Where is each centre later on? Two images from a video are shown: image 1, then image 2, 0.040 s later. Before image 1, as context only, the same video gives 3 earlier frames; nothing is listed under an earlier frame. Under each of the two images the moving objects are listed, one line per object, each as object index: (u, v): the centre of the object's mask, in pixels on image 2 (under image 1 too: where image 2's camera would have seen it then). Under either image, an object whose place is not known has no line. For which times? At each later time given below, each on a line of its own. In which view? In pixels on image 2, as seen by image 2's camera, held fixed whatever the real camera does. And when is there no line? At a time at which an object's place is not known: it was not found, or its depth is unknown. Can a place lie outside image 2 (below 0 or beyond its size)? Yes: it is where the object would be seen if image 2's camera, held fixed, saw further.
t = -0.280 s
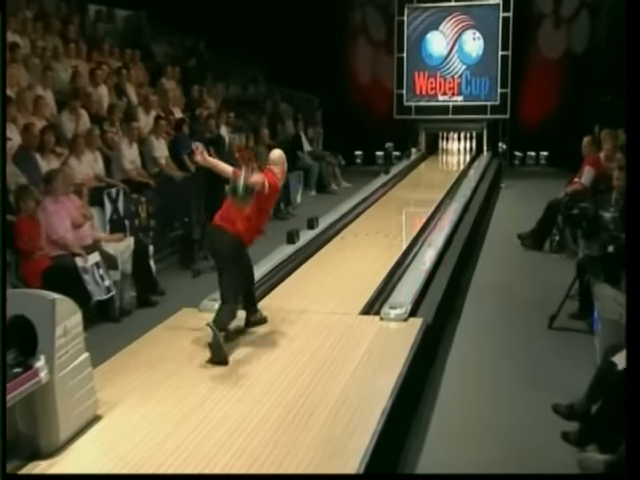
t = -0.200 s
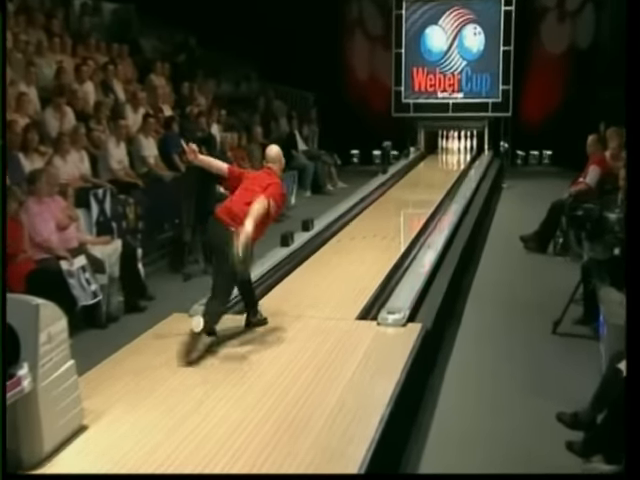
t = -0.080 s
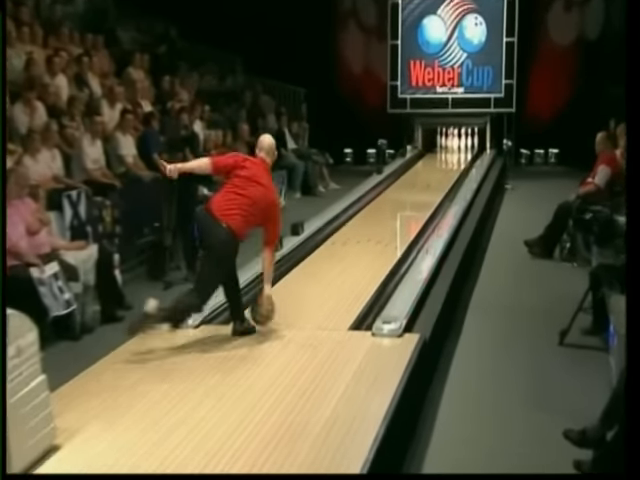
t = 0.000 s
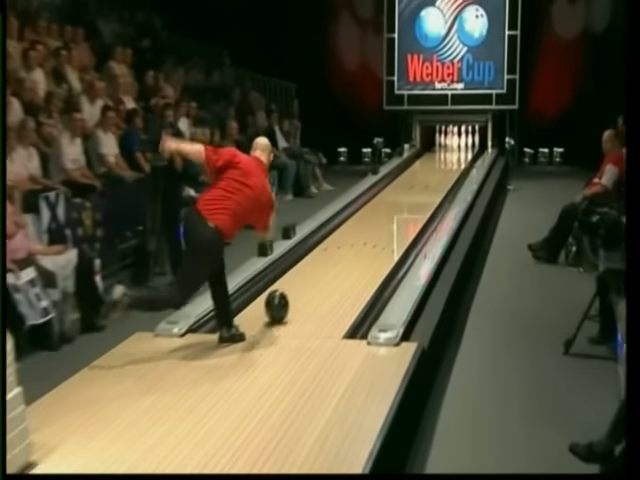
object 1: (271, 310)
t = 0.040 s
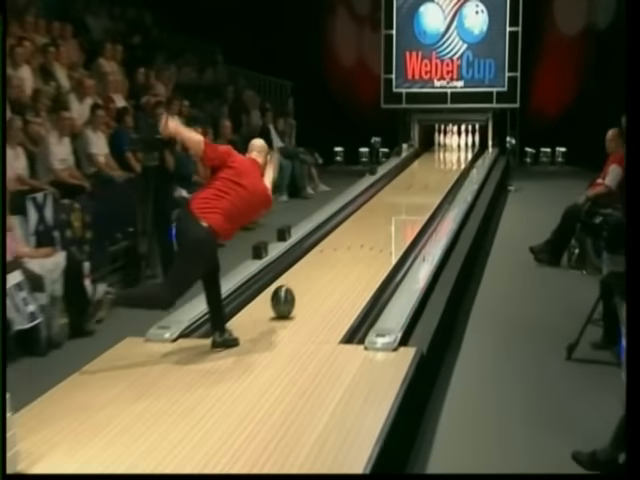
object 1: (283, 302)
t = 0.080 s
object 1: (293, 294)
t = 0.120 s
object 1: (303, 287)
